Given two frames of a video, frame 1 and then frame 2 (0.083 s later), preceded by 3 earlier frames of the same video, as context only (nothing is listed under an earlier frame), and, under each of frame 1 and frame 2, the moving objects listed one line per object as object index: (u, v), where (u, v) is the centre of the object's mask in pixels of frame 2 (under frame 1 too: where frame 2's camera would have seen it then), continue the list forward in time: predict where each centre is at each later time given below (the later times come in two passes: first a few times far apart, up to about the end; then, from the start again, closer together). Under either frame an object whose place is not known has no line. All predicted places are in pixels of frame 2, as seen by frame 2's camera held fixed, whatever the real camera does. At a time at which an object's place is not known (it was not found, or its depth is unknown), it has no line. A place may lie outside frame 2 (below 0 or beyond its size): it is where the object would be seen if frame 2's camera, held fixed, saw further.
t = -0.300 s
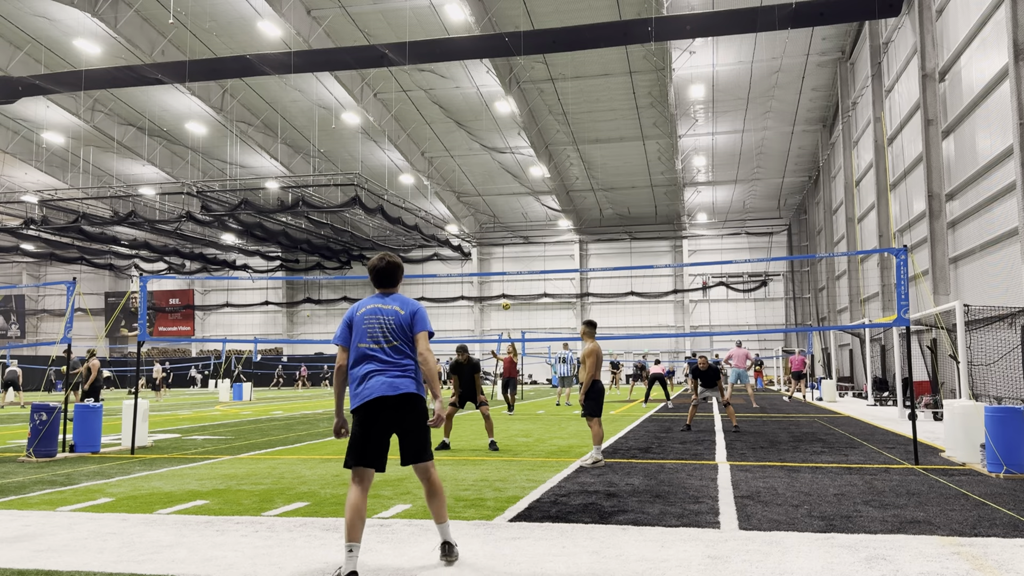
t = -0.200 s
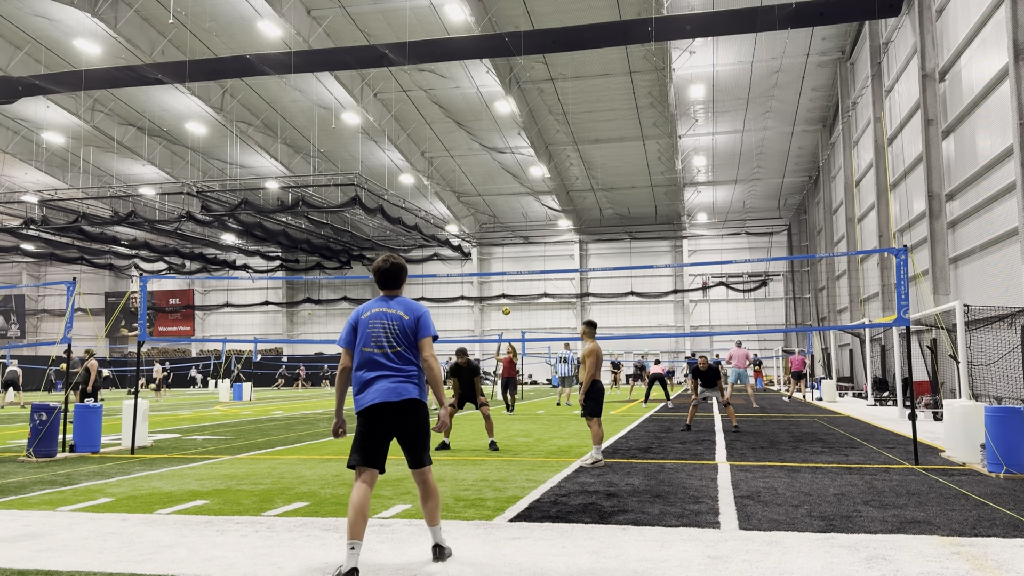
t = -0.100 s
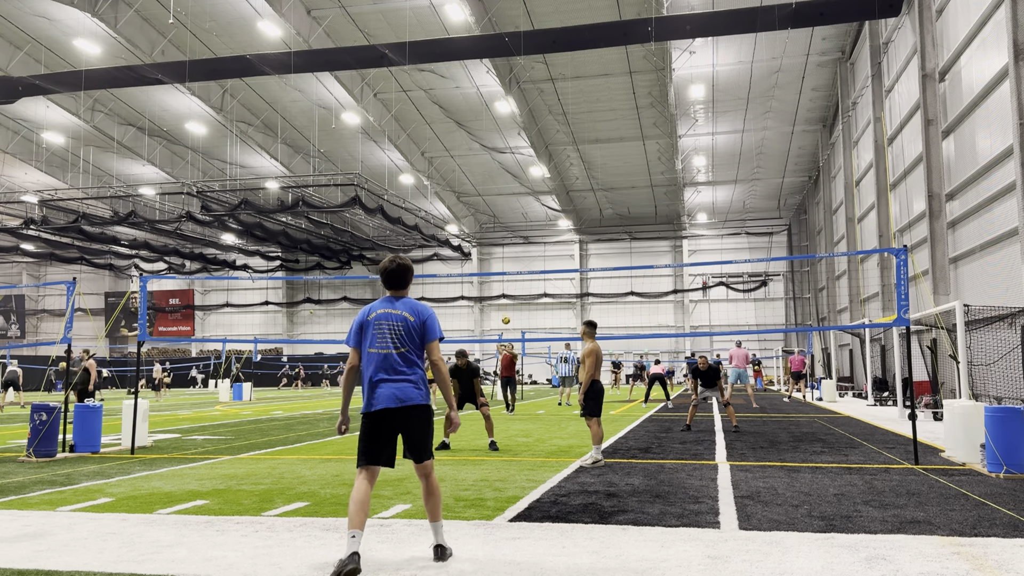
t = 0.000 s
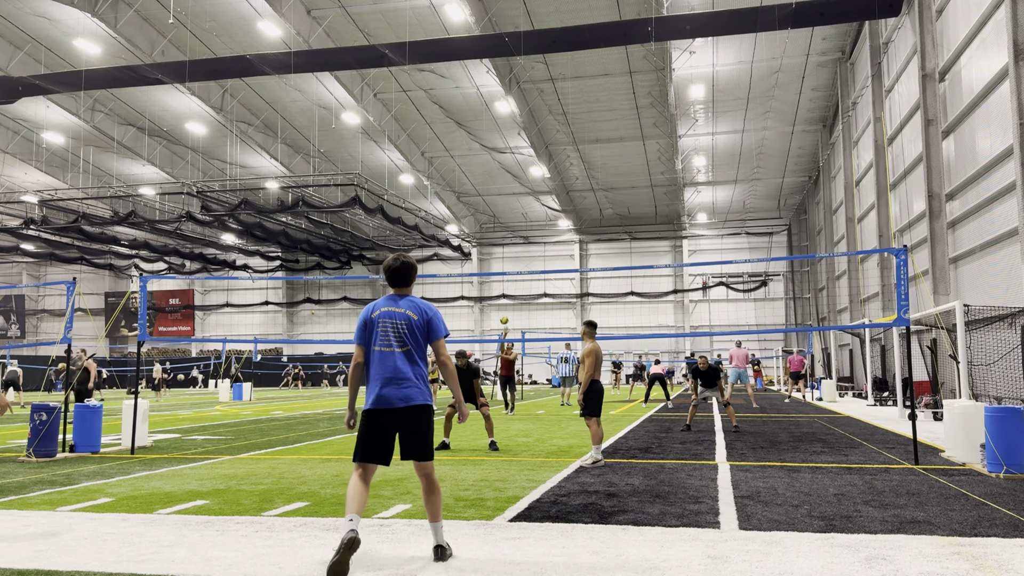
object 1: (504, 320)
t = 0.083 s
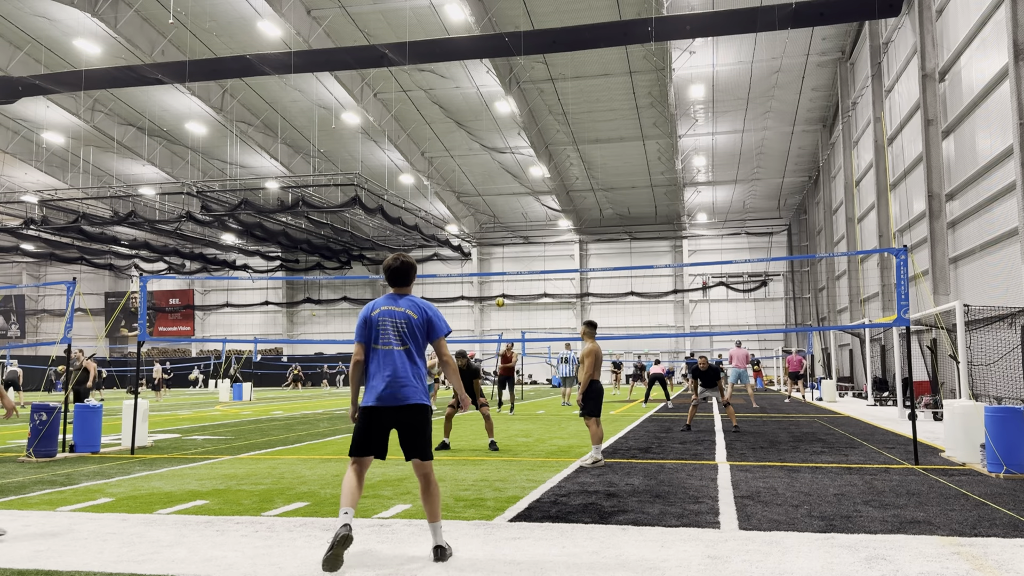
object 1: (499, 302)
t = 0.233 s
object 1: (490, 272)
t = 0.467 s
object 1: (467, 236)
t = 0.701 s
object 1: (430, 212)
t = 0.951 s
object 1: (361, 214)
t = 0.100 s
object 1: (499, 299)
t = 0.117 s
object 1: (498, 296)
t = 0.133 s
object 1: (497, 293)
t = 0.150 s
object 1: (496, 289)
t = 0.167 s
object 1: (494, 286)
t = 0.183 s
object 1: (493, 282)
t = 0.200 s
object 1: (492, 280)
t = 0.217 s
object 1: (491, 277)
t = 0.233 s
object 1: (490, 272)
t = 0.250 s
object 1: (488, 268)
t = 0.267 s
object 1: (487, 267)
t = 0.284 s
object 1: (485, 263)
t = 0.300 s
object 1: (484, 261)
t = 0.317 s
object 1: (482, 258)
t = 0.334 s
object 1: (480, 255)
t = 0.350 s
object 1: (479, 253)
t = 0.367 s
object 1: (477, 250)
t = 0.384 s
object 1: (476, 248)
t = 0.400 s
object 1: (474, 245)
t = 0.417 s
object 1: (472, 243)
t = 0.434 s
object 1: (471, 241)
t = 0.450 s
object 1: (469, 238)
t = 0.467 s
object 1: (467, 236)
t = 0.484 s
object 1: (465, 234)
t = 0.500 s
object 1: (463, 232)
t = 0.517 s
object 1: (461, 229)
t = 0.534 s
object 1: (459, 227)
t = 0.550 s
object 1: (456, 225)
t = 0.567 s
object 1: (454, 223)
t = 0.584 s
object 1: (451, 221)
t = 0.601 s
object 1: (448, 219)
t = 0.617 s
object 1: (445, 218)
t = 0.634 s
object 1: (443, 217)
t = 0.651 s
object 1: (440, 215)
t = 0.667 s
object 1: (436, 214)
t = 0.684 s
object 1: (433, 213)
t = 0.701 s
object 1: (430, 212)
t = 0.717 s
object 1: (427, 211)
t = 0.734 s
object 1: (423, 209)
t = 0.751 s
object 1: (419, 209)
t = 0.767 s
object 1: (416, 208)
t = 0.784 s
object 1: (412, 208)
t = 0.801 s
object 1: (408, 207)
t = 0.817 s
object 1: (404, 207)
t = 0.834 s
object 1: (399, 207)
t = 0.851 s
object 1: (394, 207)
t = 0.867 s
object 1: (389, 208)
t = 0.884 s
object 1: (384, 208)
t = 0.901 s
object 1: (379, 209)
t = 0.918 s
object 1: (373, 210)
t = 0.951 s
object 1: (361, 214)
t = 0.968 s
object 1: (354, 215)
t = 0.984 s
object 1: (346, 218)
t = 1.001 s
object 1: (339, 221)
